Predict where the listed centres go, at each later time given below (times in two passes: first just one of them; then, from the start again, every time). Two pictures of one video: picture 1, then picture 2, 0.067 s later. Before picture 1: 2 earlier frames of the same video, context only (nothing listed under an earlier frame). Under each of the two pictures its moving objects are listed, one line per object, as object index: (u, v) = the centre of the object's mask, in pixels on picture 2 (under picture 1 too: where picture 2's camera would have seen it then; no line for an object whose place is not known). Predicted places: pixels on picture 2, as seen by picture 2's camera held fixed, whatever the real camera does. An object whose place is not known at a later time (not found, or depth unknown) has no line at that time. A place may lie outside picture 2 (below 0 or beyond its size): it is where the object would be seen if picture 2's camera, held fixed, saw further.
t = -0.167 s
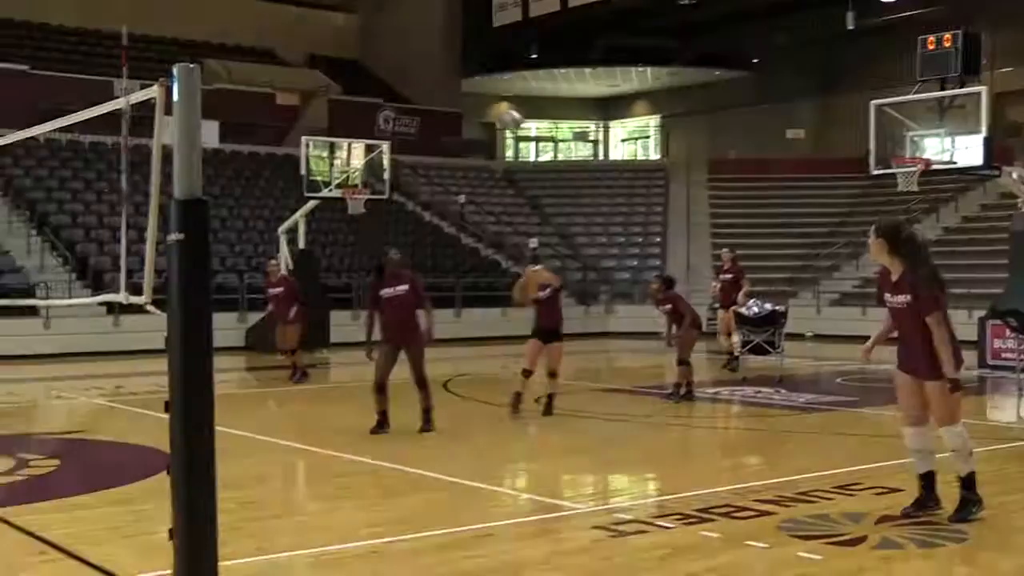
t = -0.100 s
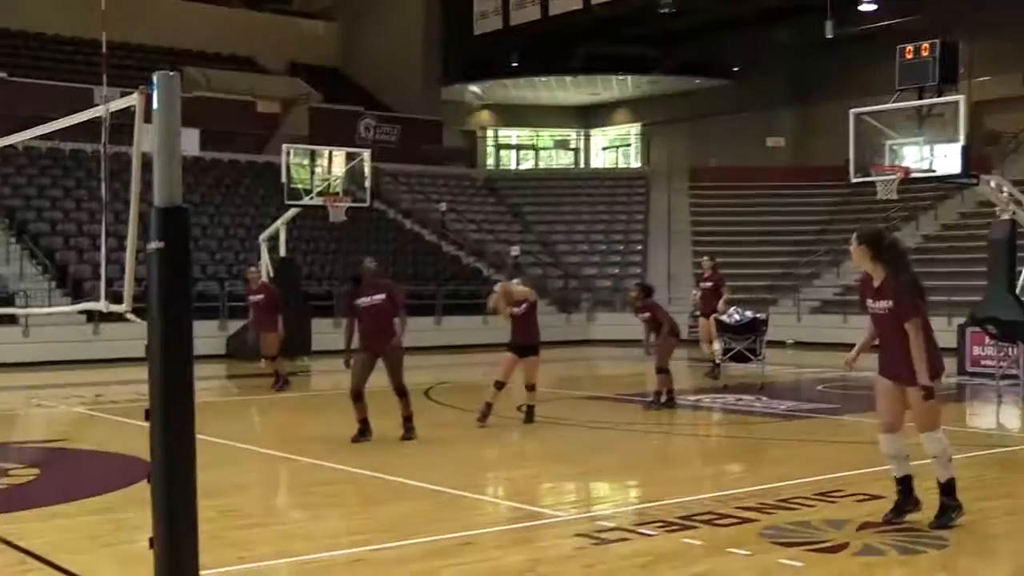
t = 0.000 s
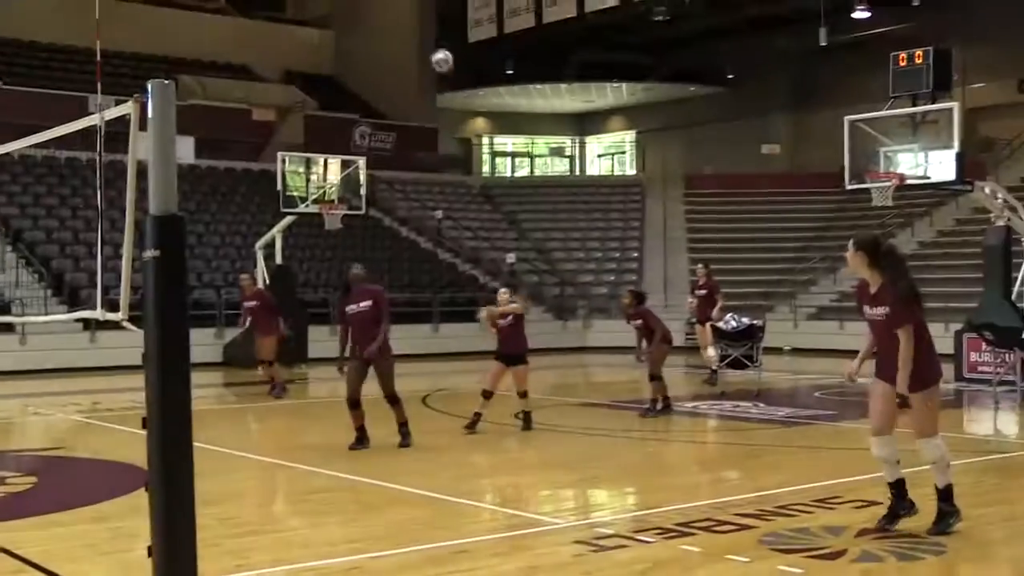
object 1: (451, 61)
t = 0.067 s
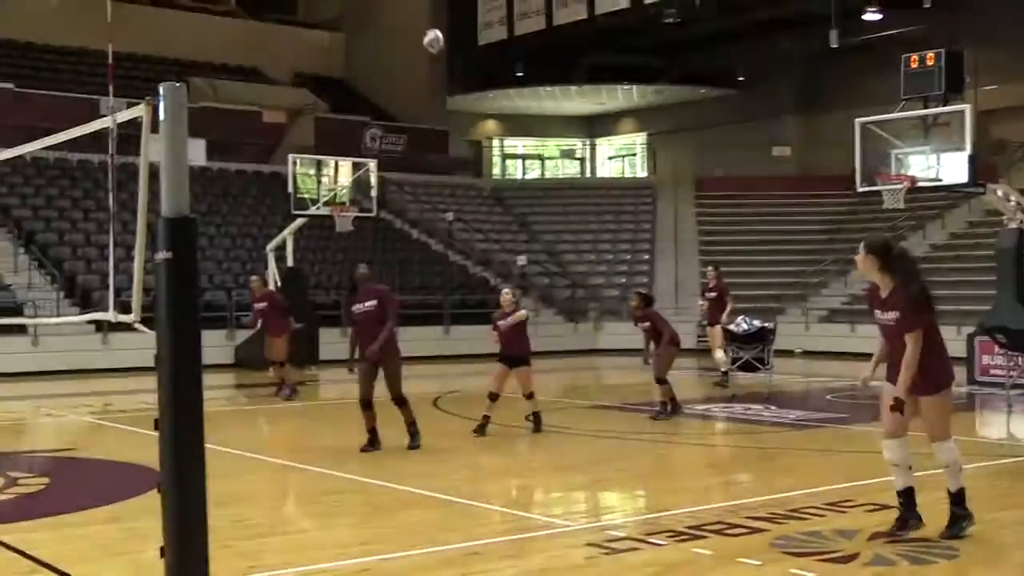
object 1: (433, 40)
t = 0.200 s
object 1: (398, 8)
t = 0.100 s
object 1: (424, 31)
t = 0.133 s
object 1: (416, 23)
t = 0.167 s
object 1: (407, 15)
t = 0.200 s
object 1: (398, 8)
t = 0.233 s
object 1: (389, 3)
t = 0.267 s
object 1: (379, -1)
